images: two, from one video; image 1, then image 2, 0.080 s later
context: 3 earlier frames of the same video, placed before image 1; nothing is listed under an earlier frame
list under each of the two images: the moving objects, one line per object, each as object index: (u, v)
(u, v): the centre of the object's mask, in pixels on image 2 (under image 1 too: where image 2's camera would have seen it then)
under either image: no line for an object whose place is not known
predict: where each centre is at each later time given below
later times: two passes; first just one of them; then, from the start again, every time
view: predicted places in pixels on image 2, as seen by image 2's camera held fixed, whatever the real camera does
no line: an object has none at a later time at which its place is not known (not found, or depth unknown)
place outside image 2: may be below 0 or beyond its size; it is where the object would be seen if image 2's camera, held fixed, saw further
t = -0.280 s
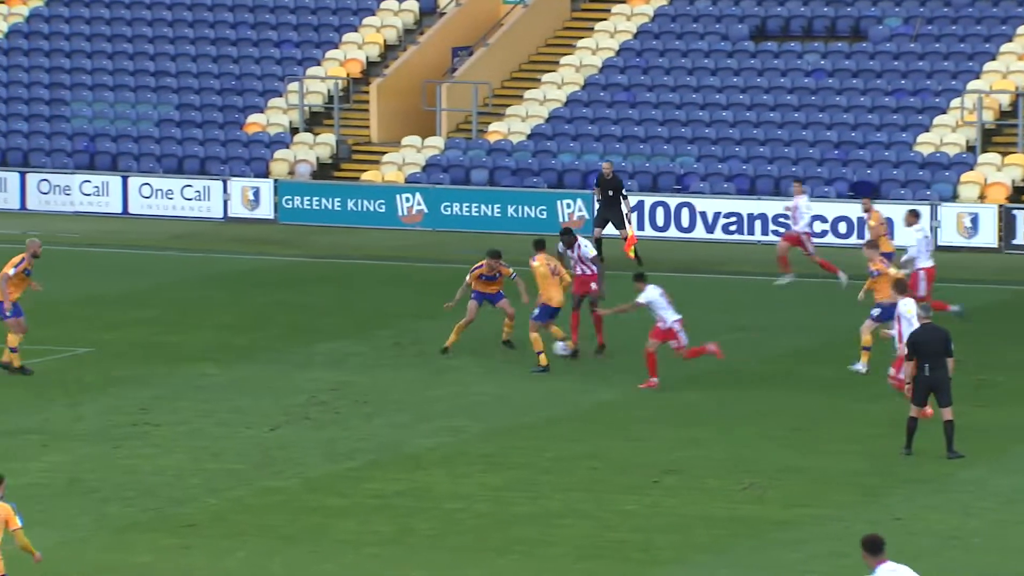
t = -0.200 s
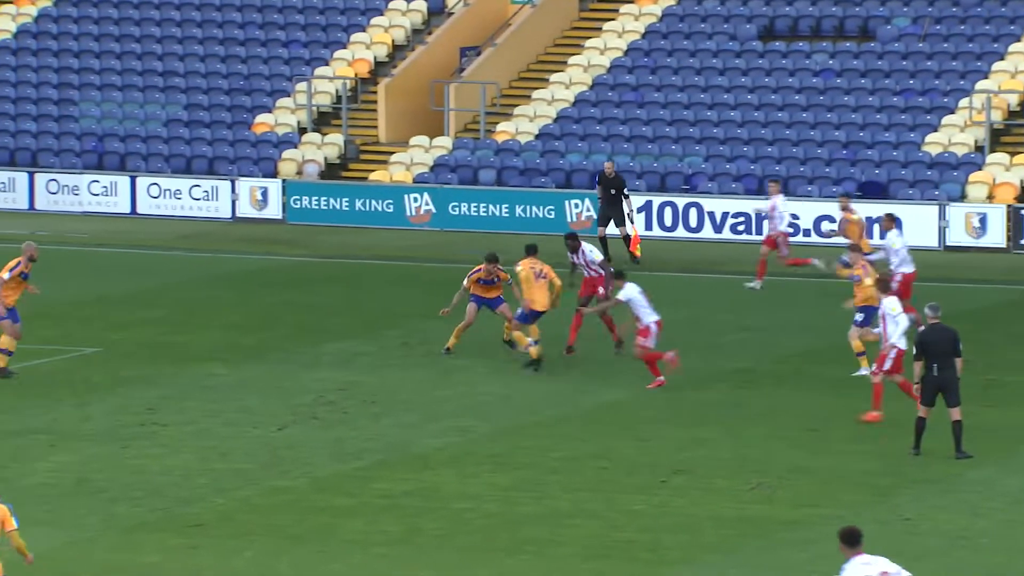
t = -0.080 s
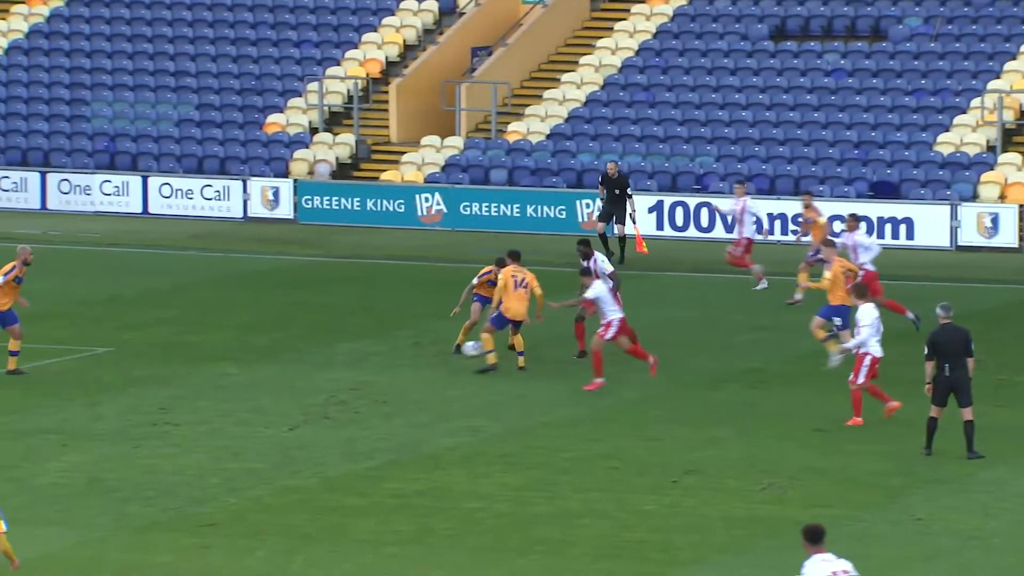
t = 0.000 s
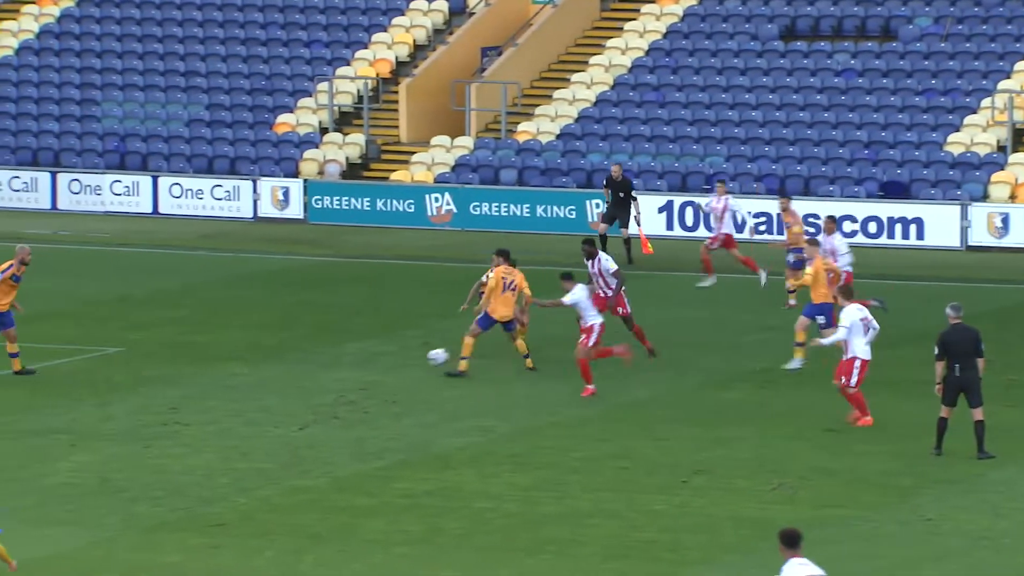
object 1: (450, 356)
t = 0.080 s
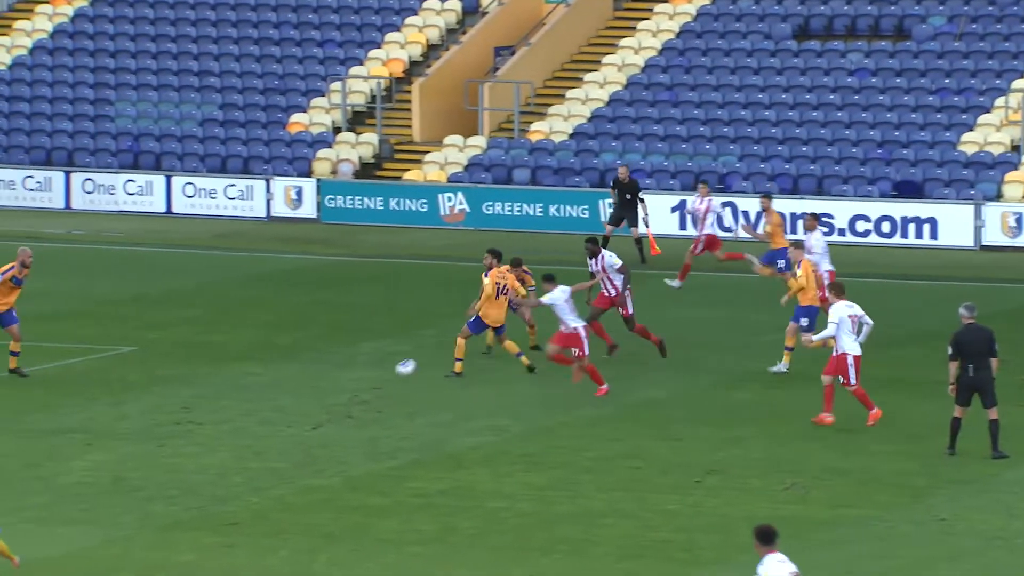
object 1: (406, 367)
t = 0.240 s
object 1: (320, 378)
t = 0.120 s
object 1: (383, 376)
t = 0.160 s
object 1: (362, 377)
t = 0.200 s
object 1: (340, 377)
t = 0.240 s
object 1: (320, 378)
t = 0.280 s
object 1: (299, 381)
